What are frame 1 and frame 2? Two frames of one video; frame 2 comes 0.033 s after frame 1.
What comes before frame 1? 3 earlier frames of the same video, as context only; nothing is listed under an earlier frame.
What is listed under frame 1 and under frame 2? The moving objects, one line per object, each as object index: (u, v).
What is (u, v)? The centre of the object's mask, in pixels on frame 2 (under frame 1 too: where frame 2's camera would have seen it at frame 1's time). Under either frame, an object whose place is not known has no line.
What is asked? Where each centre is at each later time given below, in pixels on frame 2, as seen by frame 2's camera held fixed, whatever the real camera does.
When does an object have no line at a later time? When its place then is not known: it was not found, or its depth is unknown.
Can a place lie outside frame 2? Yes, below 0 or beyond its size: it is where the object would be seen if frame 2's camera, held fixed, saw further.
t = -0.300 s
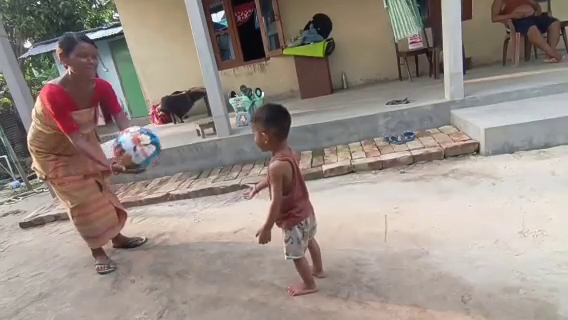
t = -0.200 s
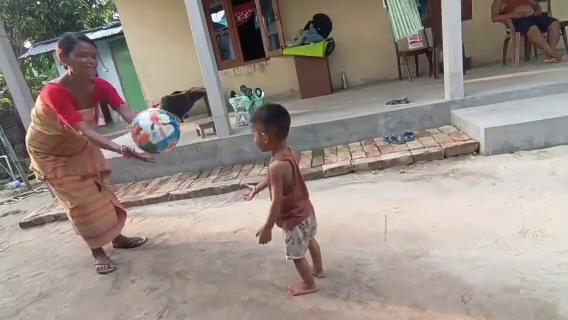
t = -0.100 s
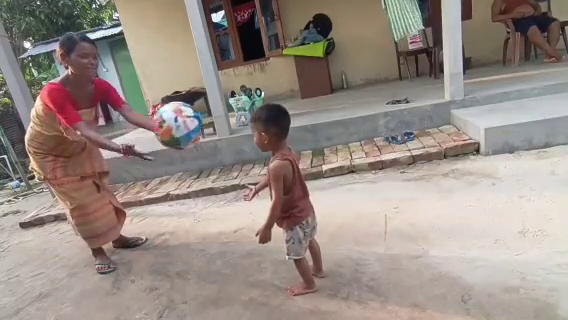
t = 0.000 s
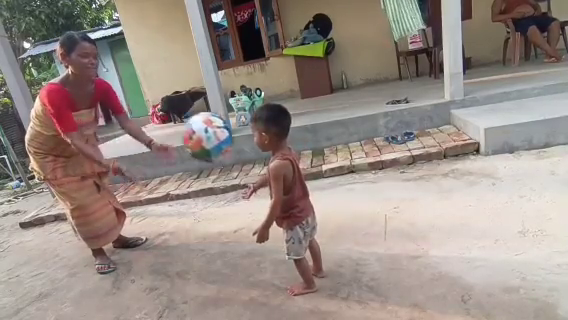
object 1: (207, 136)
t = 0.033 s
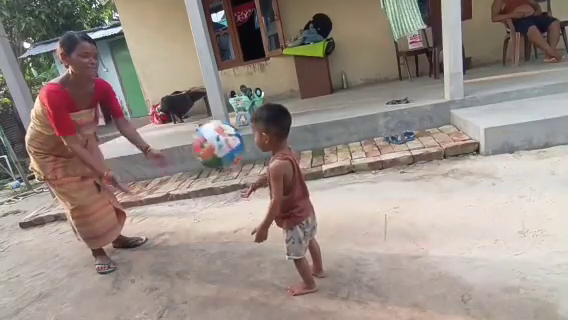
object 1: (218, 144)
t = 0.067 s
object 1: (229, 155)
